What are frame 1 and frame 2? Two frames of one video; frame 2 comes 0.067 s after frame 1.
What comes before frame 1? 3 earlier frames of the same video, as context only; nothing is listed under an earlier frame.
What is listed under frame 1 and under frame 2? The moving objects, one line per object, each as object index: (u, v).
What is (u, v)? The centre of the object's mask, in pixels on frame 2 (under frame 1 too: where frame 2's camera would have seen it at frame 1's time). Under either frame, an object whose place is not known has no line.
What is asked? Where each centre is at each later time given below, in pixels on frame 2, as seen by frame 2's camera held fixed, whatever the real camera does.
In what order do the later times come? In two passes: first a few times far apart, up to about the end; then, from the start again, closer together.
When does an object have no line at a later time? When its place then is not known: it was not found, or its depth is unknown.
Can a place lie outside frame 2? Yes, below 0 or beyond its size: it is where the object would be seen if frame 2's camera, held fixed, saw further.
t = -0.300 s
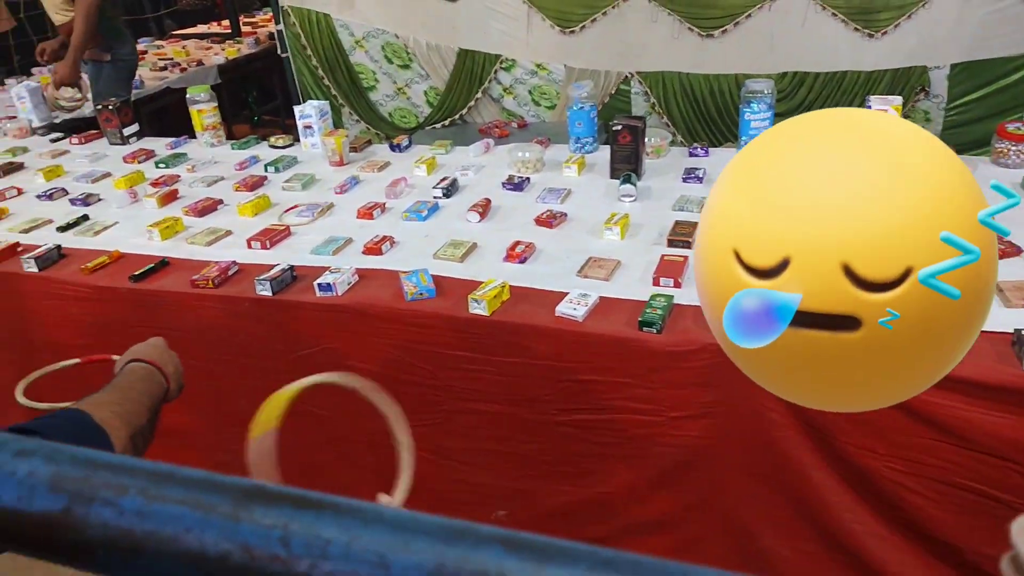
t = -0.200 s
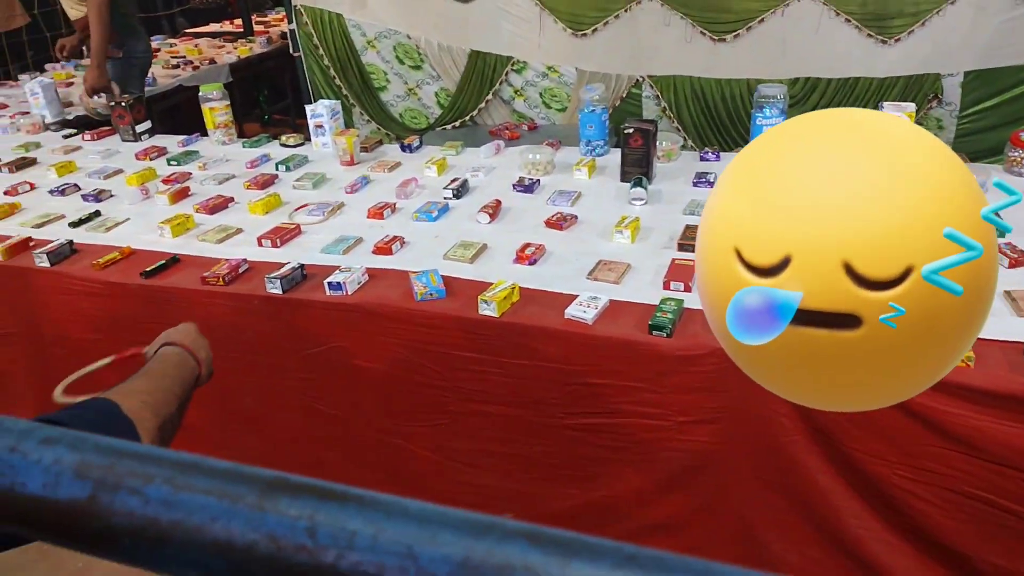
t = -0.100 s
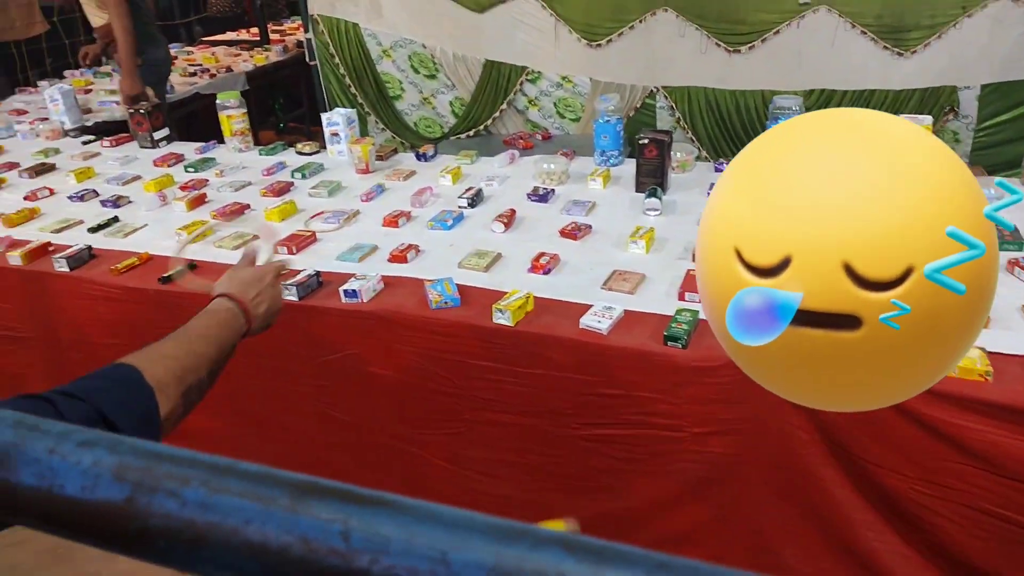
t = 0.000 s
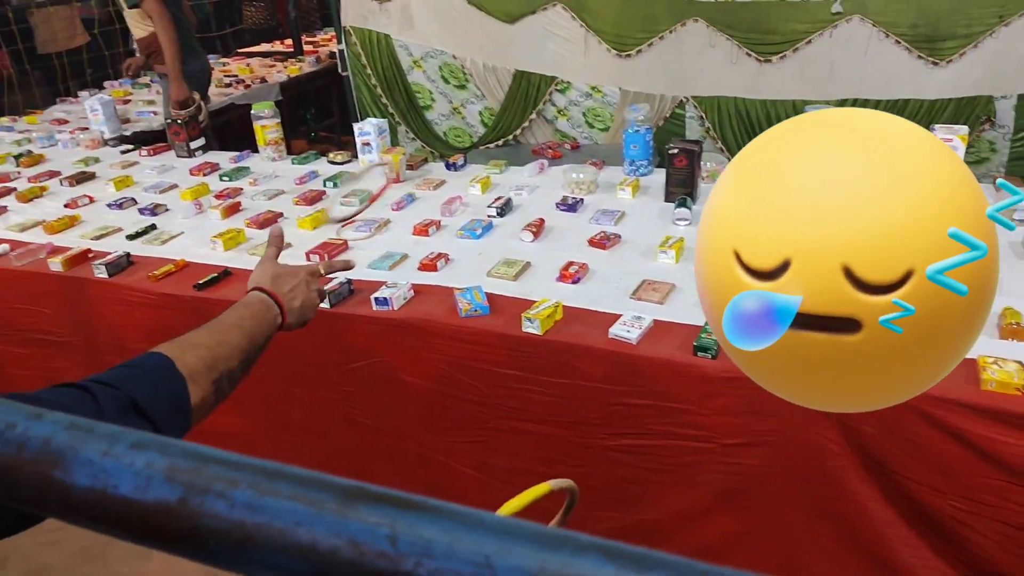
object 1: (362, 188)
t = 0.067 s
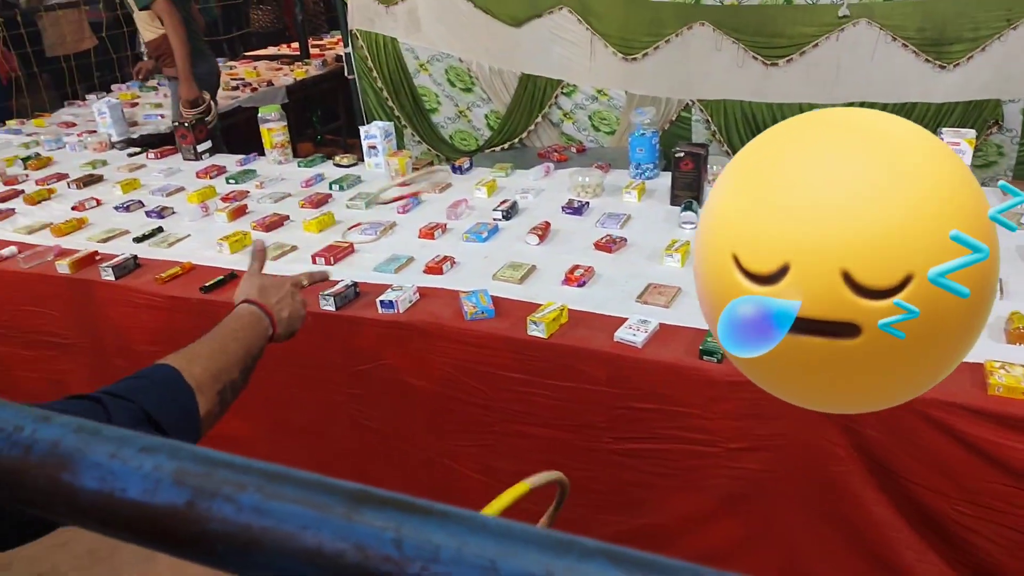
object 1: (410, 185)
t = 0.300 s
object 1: (573, 289)
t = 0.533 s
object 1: (586, 292)
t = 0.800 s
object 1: (596, 310)
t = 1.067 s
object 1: (596, 311)
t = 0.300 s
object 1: (573, 289)
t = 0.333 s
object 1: (572, 287)
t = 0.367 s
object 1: (572, 282)
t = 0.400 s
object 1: (579, 274)
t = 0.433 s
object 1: (580, 272)
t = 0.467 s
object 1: (580, 274)
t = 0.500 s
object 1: (584, 281)
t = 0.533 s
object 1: (586, 292)
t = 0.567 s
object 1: (587, 304)
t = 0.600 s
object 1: (589, 297)
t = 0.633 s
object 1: (590, 296)
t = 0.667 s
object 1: (587, 321)
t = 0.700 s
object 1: (597, 302)
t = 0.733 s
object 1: (590, 326)
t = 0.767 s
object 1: (598, 306)
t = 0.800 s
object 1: (596, 310)
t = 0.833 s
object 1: (595, 313)
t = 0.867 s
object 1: (597, 313)
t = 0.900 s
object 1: (593, 305)
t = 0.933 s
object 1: (590, 304)
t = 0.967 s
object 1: (597, 304)
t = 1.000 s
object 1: (596, 313)
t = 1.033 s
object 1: (595, 312)
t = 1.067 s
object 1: (596, 311)
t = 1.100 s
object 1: (587, 322)
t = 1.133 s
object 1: (589, 323)
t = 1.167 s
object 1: (592, 324)
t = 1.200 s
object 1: (593, 320)
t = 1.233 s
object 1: (596, 312)
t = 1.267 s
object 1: (596, 312)
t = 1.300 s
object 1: (597, 313)
